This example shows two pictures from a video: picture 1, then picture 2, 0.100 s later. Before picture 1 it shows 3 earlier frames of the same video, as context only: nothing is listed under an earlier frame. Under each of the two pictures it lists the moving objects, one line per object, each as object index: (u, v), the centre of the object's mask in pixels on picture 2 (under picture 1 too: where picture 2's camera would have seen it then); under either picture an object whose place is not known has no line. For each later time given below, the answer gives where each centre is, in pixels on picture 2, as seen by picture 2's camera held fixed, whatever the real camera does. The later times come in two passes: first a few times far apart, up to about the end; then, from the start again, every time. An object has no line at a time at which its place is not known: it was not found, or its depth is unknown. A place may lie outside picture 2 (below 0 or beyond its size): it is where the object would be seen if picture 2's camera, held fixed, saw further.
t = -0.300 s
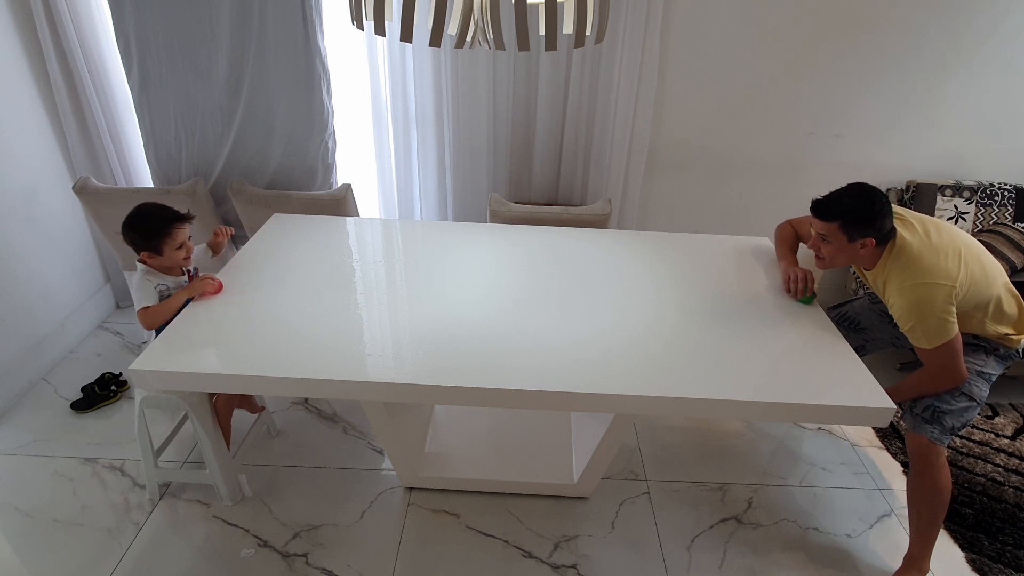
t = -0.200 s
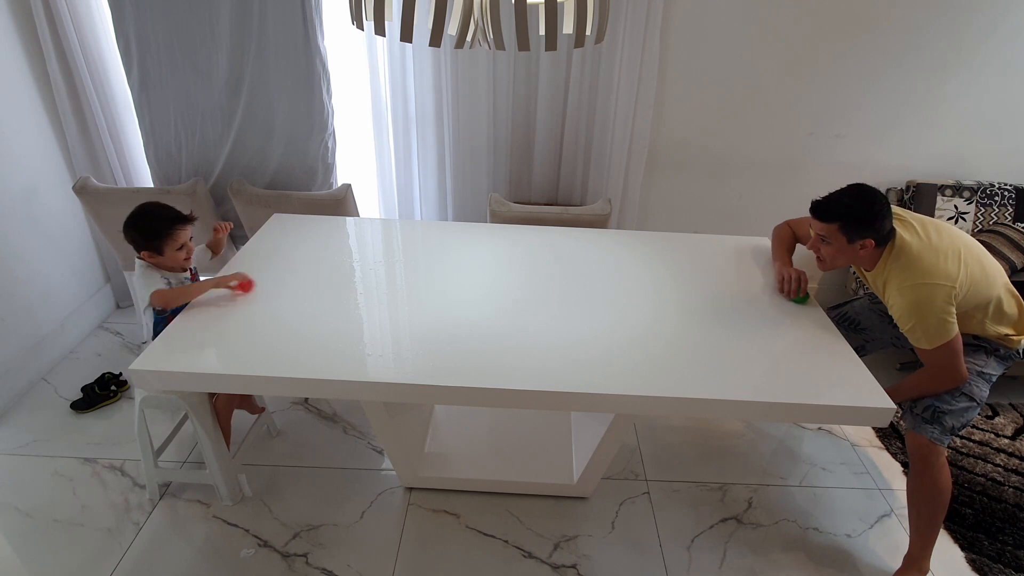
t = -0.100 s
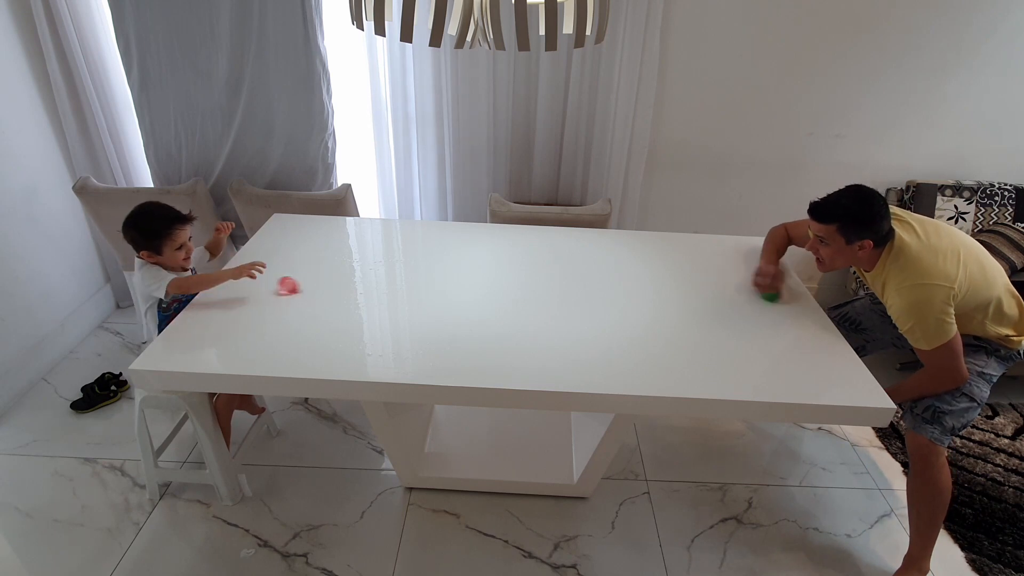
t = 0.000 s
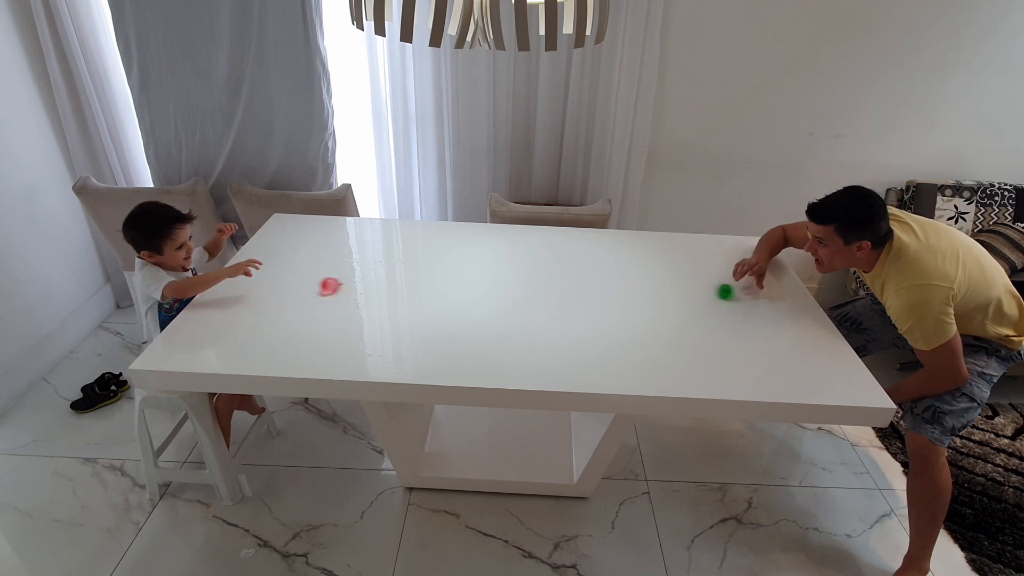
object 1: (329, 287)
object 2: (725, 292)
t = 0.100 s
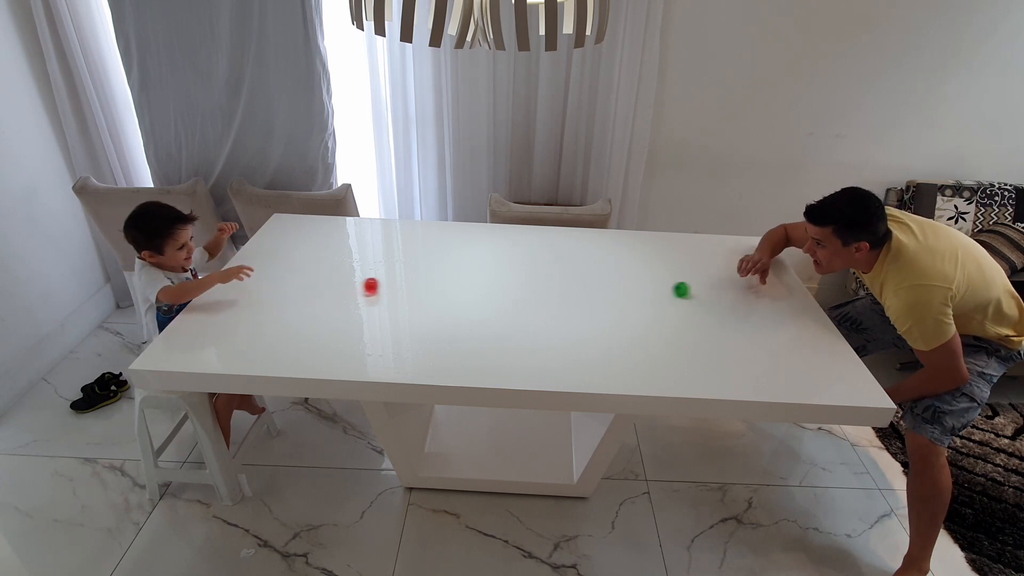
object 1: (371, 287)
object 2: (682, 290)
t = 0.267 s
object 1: (436, 288)
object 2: (611, 288)
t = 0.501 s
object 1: (523, 289)
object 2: (519, 278)
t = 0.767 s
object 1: (592, 311)
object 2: (463, 258)
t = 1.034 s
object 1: (665, 332)
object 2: (416, 238)
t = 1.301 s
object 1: (739, 354)
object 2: (378, 222)
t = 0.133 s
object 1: (384, 288)
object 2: (667, 290)
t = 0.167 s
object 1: (398, 288)
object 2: (653, 290)
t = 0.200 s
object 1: (411, 288)
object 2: (639, 288)
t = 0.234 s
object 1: (424, 288)
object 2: (625, 288)
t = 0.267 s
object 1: (436, 288)
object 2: (611, 288)
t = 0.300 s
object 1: (449, 288)
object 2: (598, 287)
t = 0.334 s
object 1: (462, 288)
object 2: (584, 286)
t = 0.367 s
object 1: (474, 288)
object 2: (570, 286)
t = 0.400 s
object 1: (487, 288)
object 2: (557, 285)
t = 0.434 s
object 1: (500, 289)
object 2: (543, 285)
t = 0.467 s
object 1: (513, 289)
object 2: (531, 284)
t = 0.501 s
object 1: (523, 289)
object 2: (519, 278)
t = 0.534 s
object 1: (532, 292)
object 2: (512, 278)
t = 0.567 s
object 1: (541, 296)
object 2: (505, 276)
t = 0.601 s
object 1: (548, 297)
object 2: (497, 272)
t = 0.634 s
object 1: (557, 299)
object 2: (490, 269)
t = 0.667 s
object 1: (565, 303)
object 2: (483, 267)
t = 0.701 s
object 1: (574, 305)
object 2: (476, 263)
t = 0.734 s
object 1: (583, 307)
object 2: (470, 260)
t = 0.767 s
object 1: (592, 311)
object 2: (463, 258)
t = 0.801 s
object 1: (601, 313)
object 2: (457, 255)
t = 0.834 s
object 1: (610, 316)
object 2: (450, 252)
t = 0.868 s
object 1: (620, 319)
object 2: (444, 250)
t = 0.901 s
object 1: (628, 321)
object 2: (439, 247)
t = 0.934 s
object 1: (637, 323)
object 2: (433, 245)
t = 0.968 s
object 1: (646, 327)
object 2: (427, 243)
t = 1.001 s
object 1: (655, 329)
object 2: (422, 240)
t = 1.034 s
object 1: (665, 332)
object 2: (416, 238)
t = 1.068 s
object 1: (674, 335)
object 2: (411, 236)
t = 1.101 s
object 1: (683, 337)
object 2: (406, 233)
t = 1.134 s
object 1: (692, 340)
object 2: (401, 232)
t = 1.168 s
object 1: (701, 343)
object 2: (396, 230)
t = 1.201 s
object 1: (710, 345)
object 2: (391, 228)
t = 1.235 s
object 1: (720, 348)
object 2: (387, 226)
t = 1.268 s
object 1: (729, 352)
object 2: (382, 224)
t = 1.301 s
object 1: (739, 354)
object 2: (378, 222)
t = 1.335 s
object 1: (749, 357)
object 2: (373, 221)
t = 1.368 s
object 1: (759, 361)
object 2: (369, 219)
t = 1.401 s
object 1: (769, 363)
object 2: (365, 217)
